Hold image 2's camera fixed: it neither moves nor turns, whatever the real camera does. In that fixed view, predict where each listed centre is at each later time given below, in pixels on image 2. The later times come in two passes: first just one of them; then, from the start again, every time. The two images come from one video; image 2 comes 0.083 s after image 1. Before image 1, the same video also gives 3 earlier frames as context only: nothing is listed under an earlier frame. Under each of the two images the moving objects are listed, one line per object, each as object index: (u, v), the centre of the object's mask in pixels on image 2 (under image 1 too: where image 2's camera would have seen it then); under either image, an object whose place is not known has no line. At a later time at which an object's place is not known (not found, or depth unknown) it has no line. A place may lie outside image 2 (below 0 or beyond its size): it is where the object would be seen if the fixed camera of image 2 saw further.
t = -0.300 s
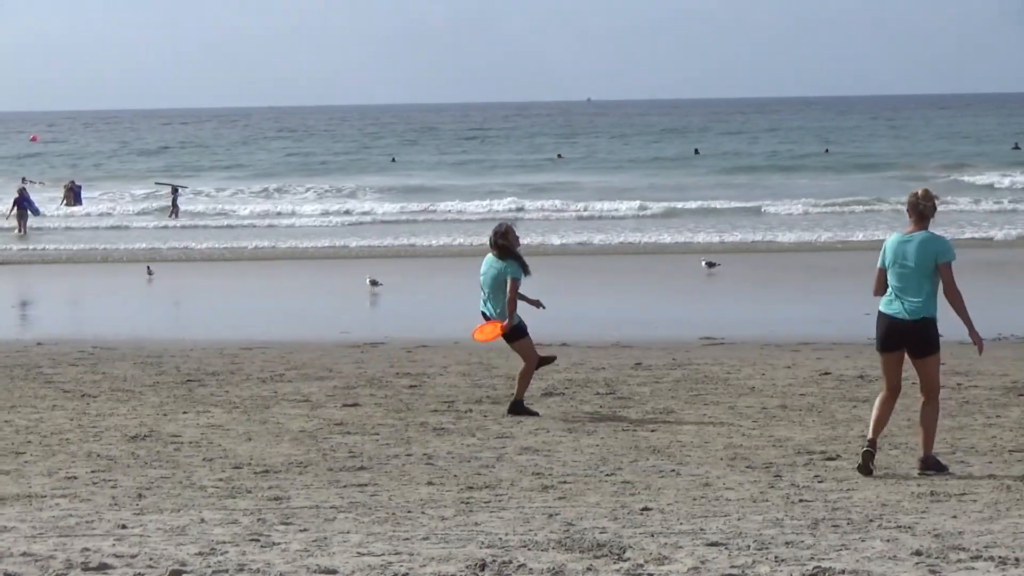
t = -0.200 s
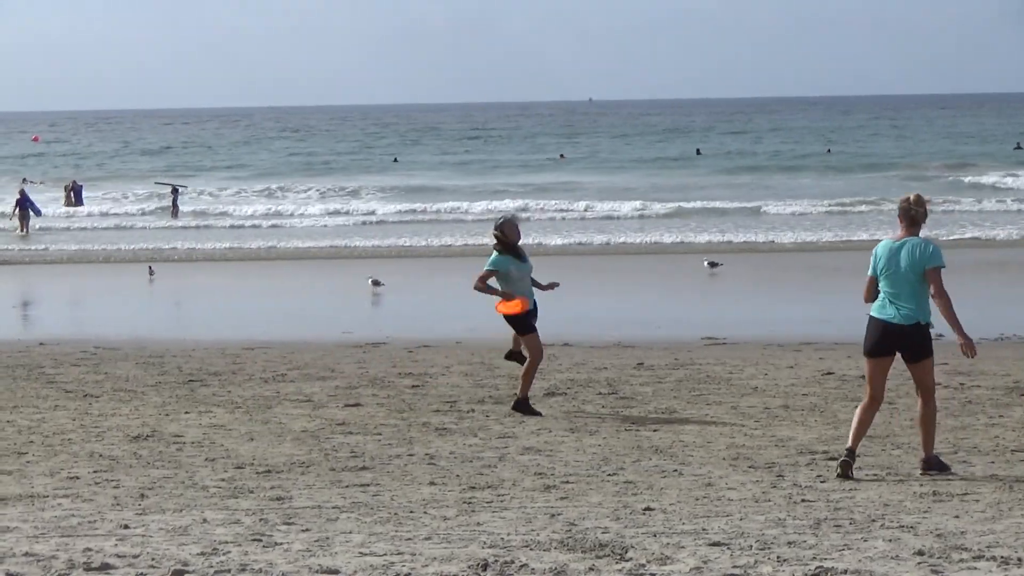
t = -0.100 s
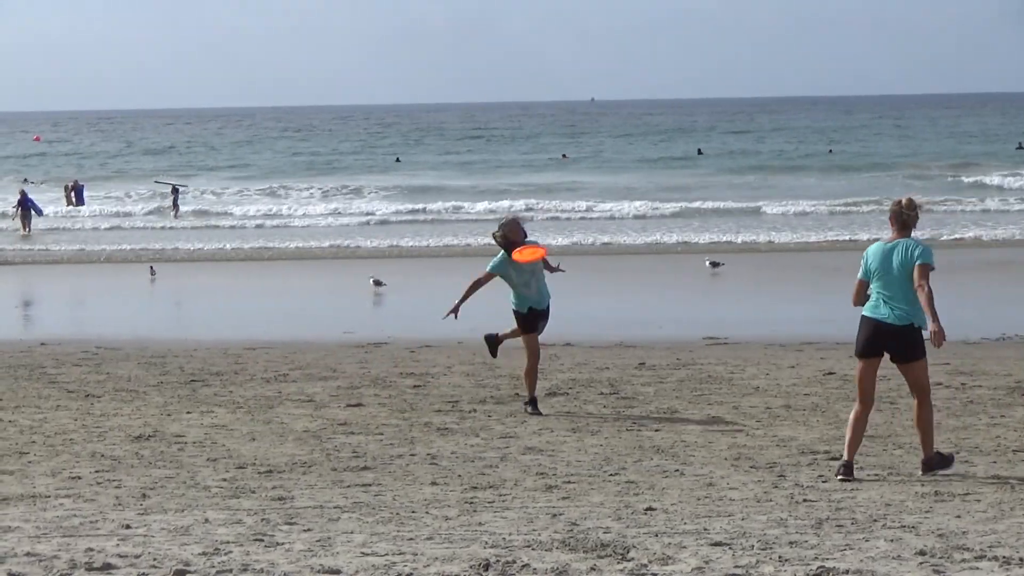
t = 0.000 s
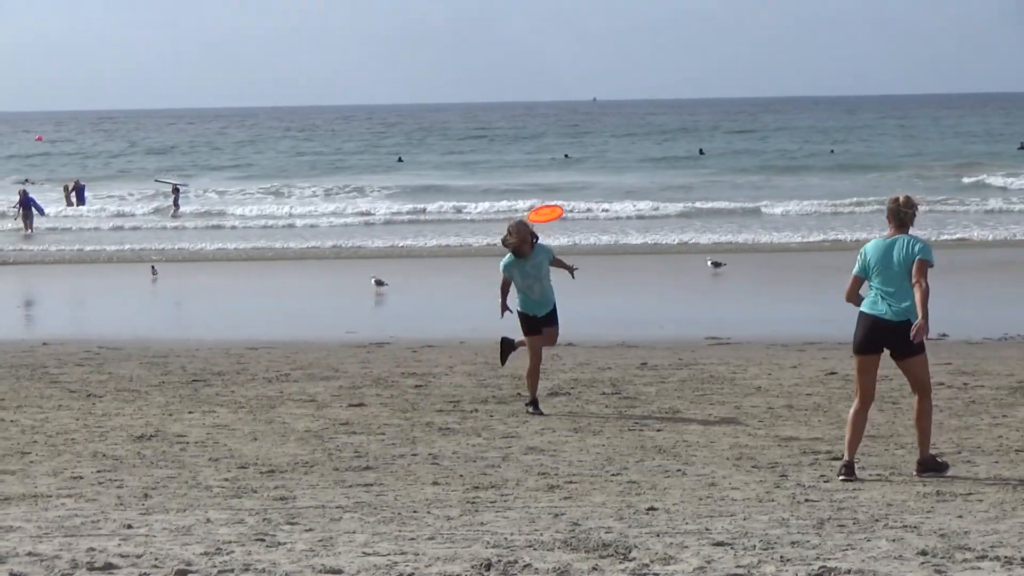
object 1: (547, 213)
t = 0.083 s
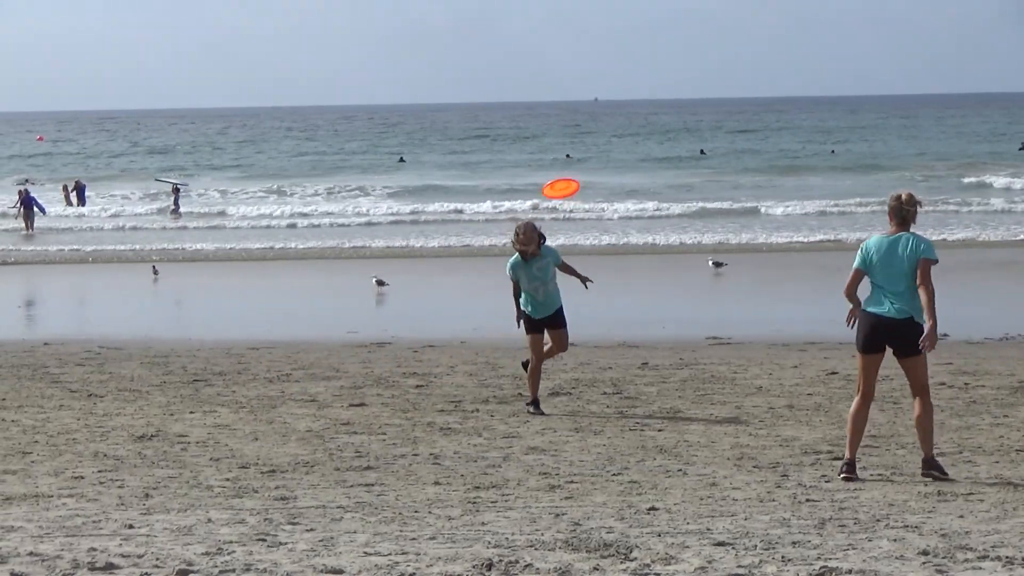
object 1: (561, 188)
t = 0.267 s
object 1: (596, 151)
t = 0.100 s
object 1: (564, 184)
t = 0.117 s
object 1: (567, 179)
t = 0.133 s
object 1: (570, 176)
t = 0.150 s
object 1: (573, 172)
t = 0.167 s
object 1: (576, 168)
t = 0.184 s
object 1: (579, 165)
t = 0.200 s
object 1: (582, 162)
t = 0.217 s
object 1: (586, 159)
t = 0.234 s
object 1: (589, 156)
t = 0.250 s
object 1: (592, 153)
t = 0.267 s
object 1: (596, 151)
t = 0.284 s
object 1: (599, 150)
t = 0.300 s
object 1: (602, 147)
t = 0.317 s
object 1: (606, 145)
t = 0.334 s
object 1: (609, 144)
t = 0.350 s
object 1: (613, 142)
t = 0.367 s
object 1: (616, 141)
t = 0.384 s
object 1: (620, 140)
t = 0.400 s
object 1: (623, 139)
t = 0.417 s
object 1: (627, 139)
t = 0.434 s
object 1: (631, 138)
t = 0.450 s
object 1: (634, 137)
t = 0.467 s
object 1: (638, 137)
